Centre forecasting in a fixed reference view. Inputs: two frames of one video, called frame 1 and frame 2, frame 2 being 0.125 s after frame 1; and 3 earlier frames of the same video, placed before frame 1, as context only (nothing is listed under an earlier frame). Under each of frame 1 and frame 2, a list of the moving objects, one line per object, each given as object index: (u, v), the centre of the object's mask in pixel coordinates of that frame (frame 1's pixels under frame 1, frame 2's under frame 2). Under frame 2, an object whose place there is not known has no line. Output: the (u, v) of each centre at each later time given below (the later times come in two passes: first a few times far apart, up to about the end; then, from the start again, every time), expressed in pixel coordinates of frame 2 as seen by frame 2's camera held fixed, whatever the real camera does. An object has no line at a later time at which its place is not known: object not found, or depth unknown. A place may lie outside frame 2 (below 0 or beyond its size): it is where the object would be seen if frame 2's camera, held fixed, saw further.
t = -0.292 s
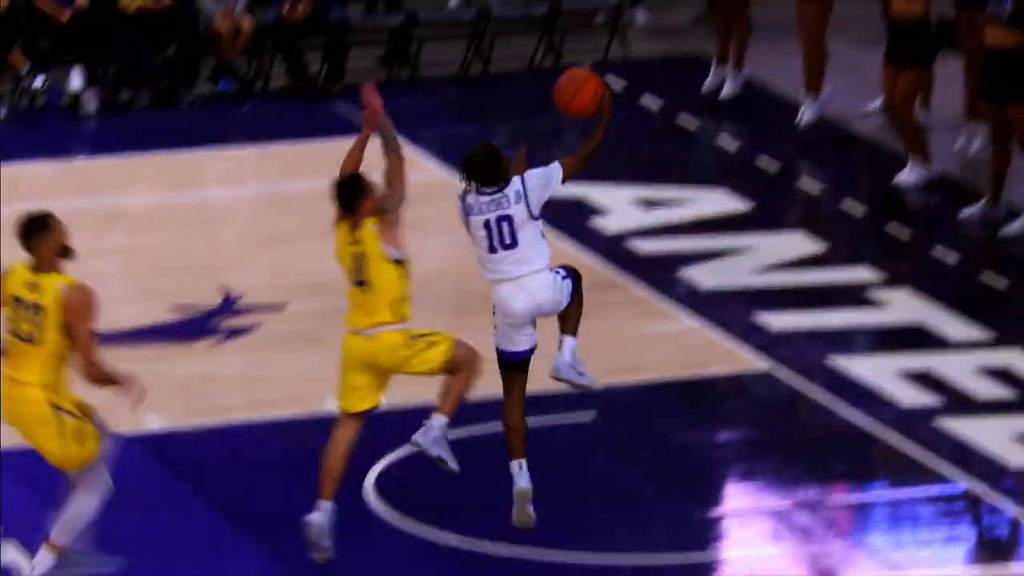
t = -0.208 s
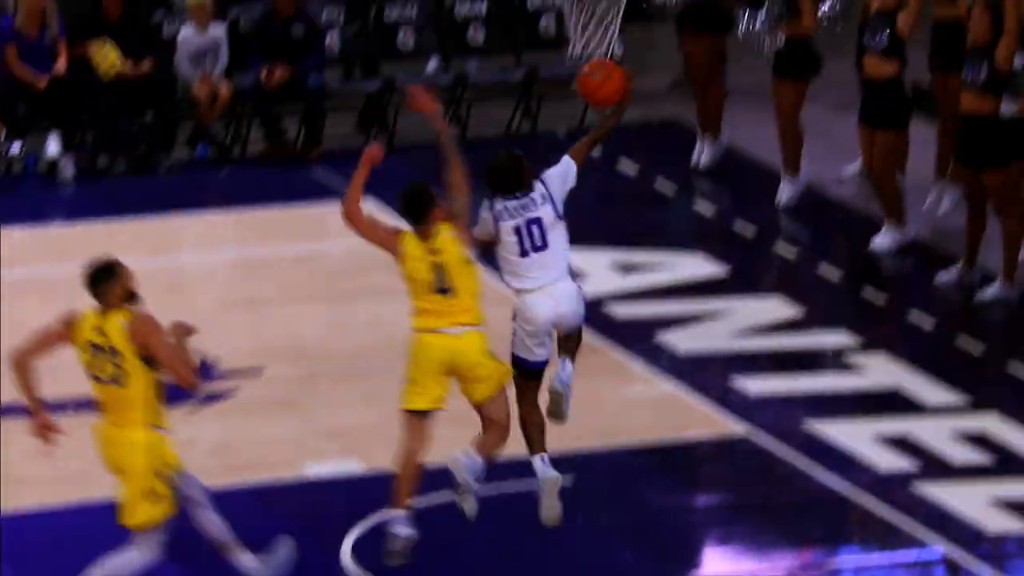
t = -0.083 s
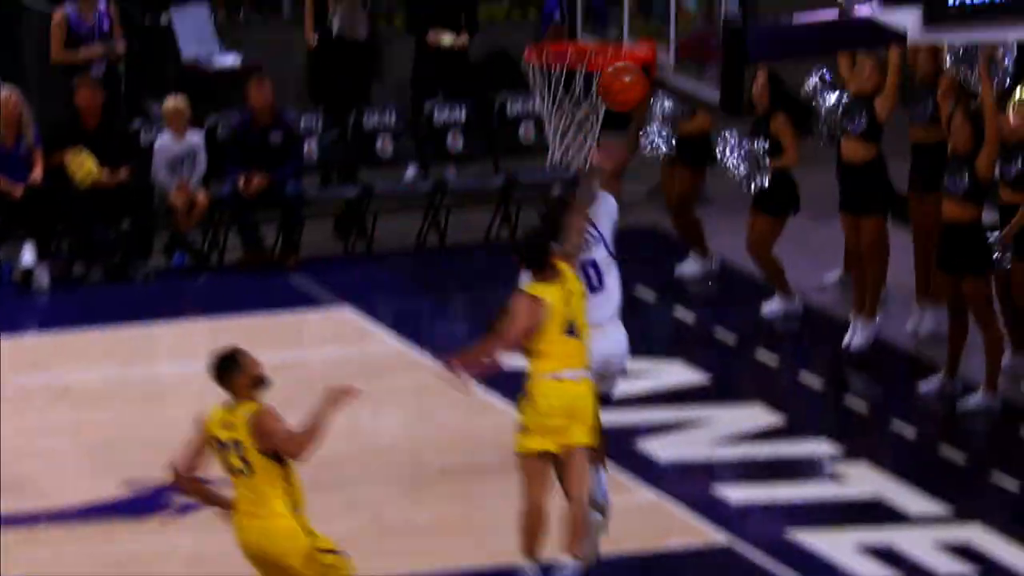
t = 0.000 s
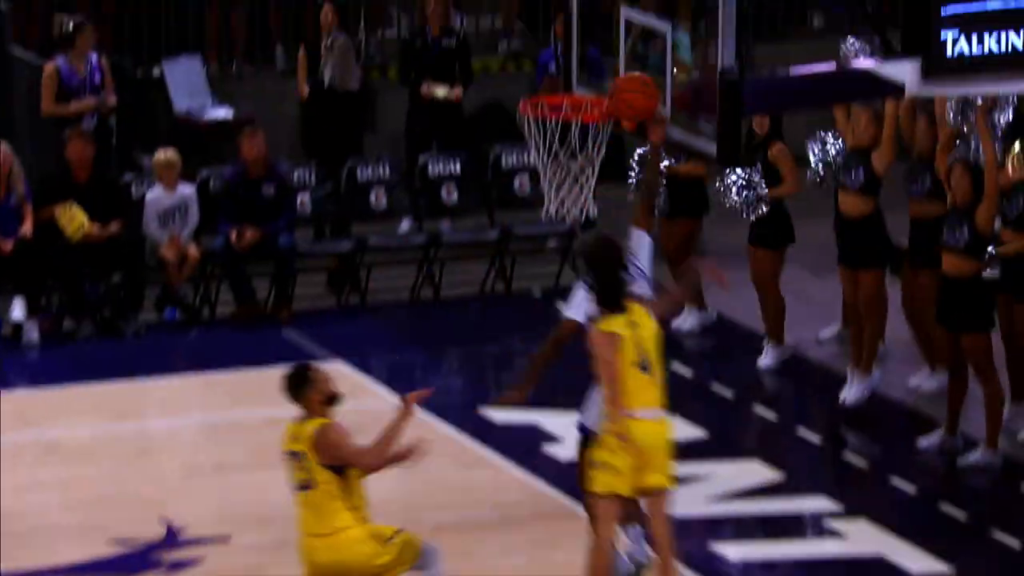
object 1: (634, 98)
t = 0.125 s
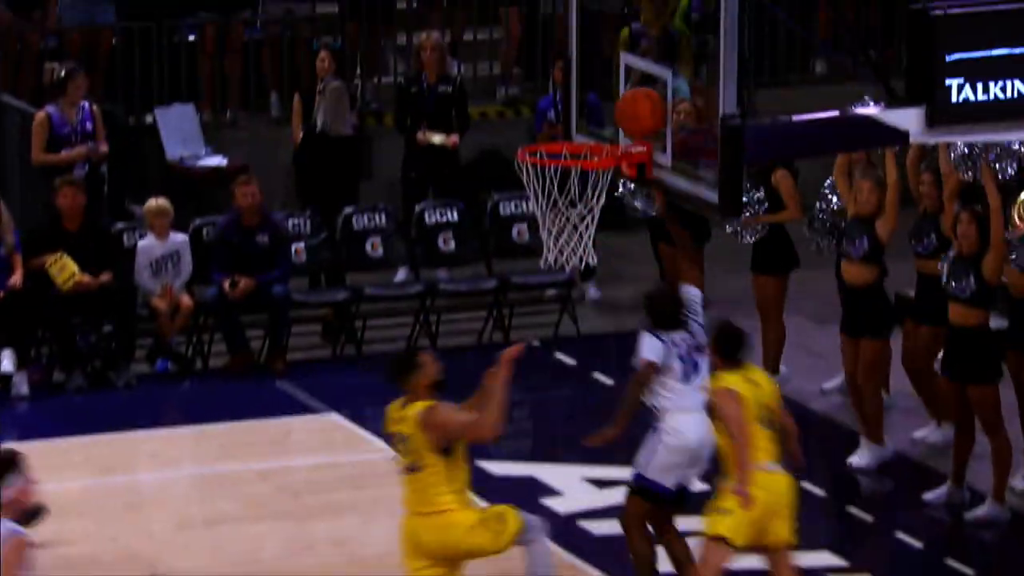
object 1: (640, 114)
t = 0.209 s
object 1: (622, 108)
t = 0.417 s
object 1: (572, 158)
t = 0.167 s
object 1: (629, 109)
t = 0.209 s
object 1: (622, 108)
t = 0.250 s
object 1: (611, 111)
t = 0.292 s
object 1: (603, 116)
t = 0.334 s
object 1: (592, 127)
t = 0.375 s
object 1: (582, 136)
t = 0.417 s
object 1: (572, 158)
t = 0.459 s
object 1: (564, 183)
